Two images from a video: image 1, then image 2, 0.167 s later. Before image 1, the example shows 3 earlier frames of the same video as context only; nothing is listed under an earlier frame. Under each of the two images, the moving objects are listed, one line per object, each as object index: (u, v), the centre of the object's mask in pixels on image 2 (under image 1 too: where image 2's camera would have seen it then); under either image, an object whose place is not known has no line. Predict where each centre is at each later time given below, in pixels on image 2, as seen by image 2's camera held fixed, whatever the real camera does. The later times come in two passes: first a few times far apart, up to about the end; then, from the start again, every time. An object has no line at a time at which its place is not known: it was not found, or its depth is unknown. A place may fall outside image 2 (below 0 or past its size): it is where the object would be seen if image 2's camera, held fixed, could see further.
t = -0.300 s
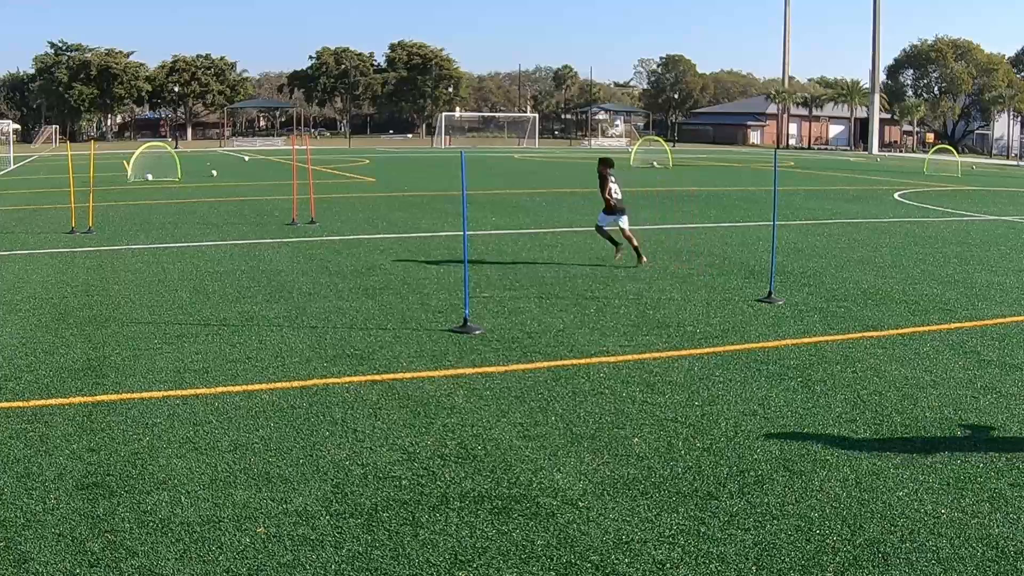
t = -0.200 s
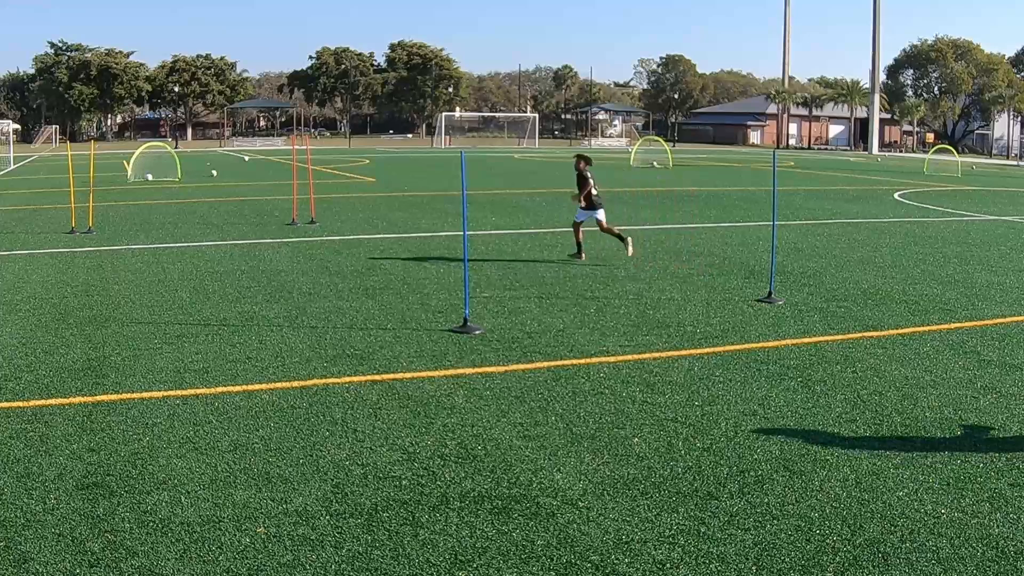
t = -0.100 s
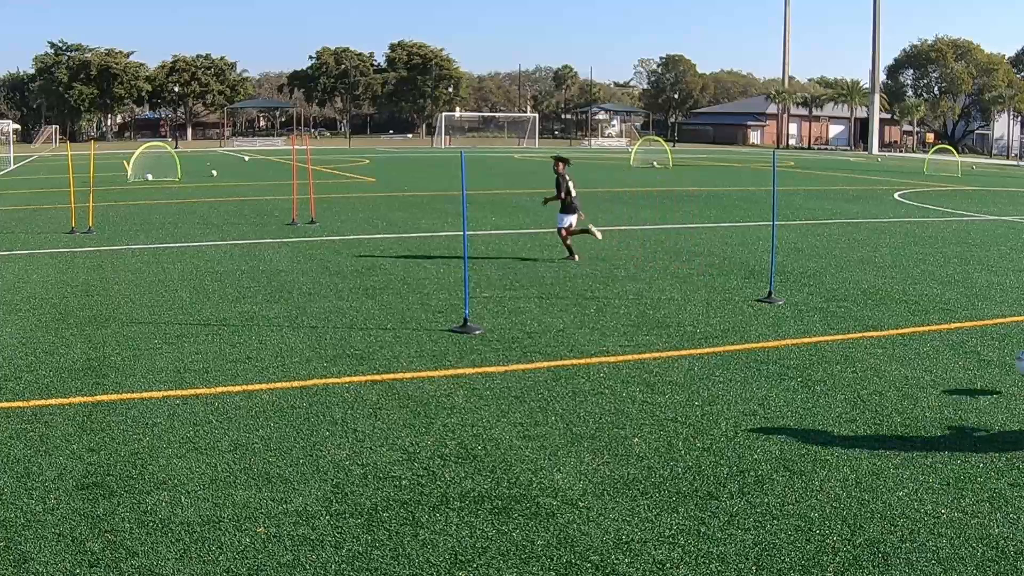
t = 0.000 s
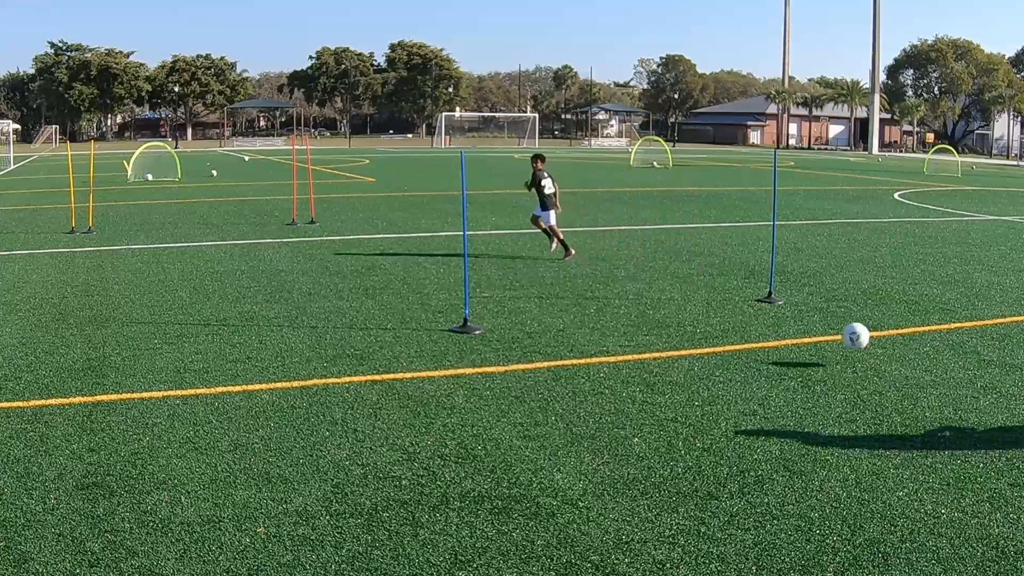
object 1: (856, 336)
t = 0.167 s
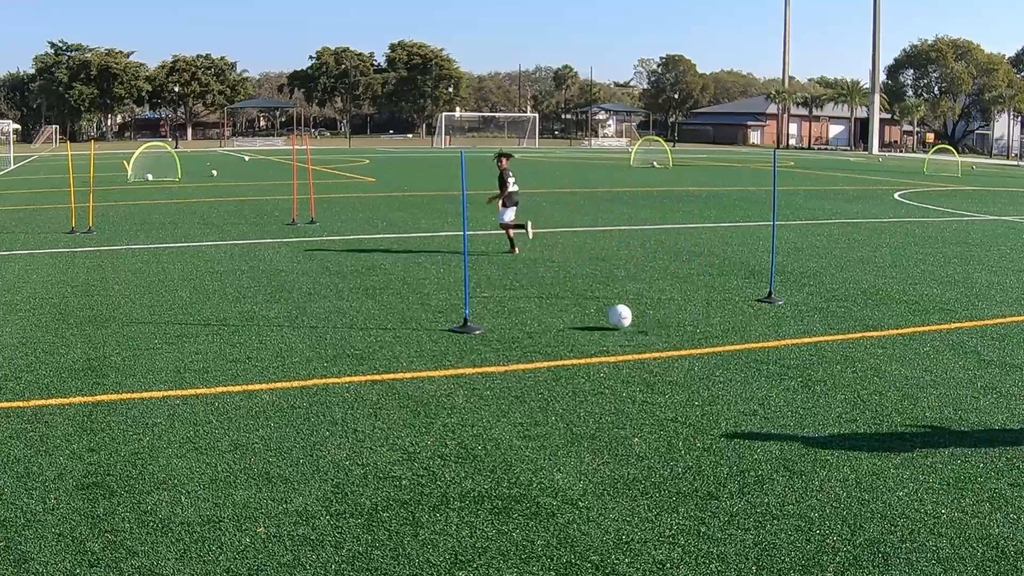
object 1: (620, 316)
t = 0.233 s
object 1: (552, 299)
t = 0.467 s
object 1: (361, 281)
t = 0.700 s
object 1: (238, 264)
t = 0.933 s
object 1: (154, 255)
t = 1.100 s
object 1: (108, 251)
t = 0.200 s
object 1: (585, 307)
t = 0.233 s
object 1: (552, 299)
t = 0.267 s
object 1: (521, 293)
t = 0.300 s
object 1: (491, 289)
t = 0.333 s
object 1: (462, 286)
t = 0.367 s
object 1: (435, 284)
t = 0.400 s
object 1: (408, 284)
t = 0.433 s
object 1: (384, 285)
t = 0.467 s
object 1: (361, 281)
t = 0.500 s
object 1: (341, 276)
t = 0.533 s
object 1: (321, 273)
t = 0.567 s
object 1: (302, 272)
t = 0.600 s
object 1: (285, 270)
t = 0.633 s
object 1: (268, 270)
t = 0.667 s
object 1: (253, 267)
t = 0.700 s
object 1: (238, 264)
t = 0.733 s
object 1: (225, 261)
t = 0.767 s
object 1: (212, 260)
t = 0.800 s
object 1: (199, 259)
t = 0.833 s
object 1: (187, 260)
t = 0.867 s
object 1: (176, 258)
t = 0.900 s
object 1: (165, 256)
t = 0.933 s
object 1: (154, 255)
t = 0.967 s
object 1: (144, 254)
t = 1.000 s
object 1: (136, 254)
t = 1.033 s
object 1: (126, 252)
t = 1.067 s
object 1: (116, 251)
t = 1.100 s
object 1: (108, 251)
